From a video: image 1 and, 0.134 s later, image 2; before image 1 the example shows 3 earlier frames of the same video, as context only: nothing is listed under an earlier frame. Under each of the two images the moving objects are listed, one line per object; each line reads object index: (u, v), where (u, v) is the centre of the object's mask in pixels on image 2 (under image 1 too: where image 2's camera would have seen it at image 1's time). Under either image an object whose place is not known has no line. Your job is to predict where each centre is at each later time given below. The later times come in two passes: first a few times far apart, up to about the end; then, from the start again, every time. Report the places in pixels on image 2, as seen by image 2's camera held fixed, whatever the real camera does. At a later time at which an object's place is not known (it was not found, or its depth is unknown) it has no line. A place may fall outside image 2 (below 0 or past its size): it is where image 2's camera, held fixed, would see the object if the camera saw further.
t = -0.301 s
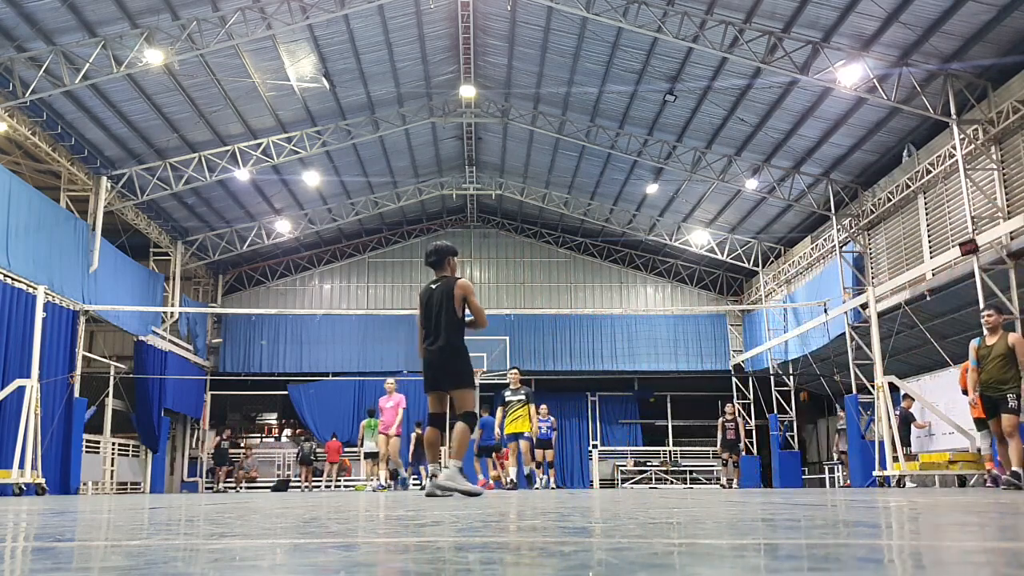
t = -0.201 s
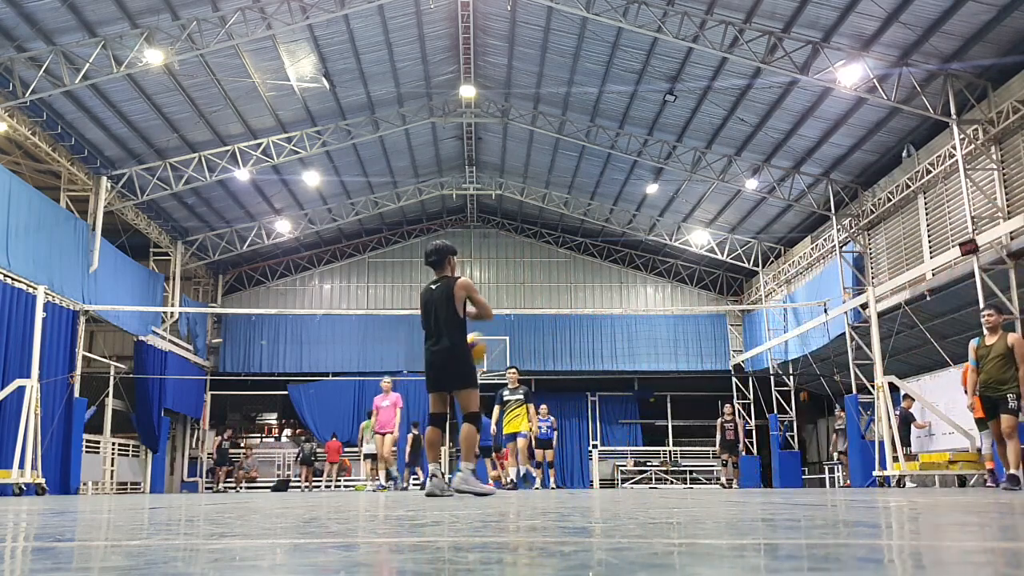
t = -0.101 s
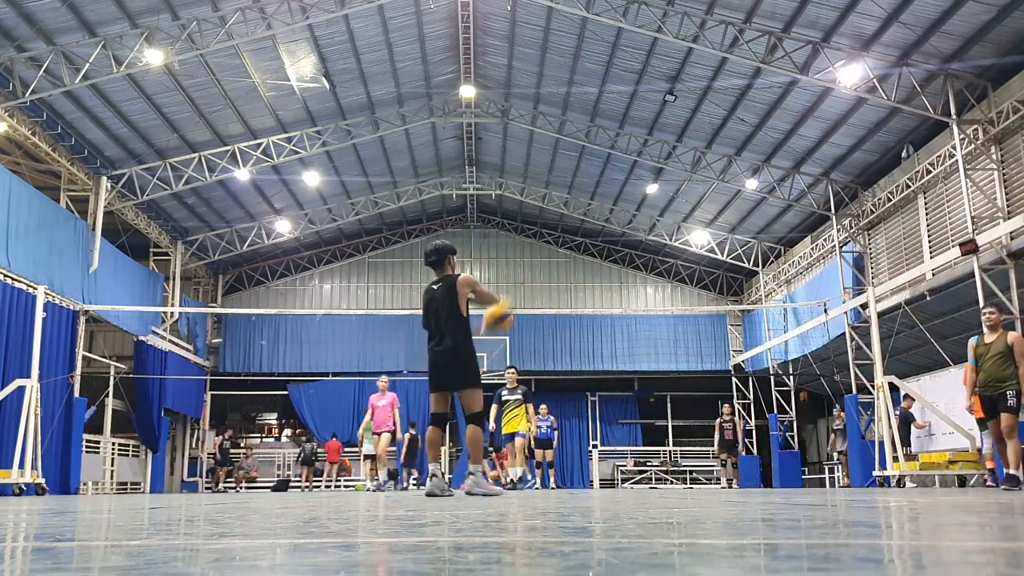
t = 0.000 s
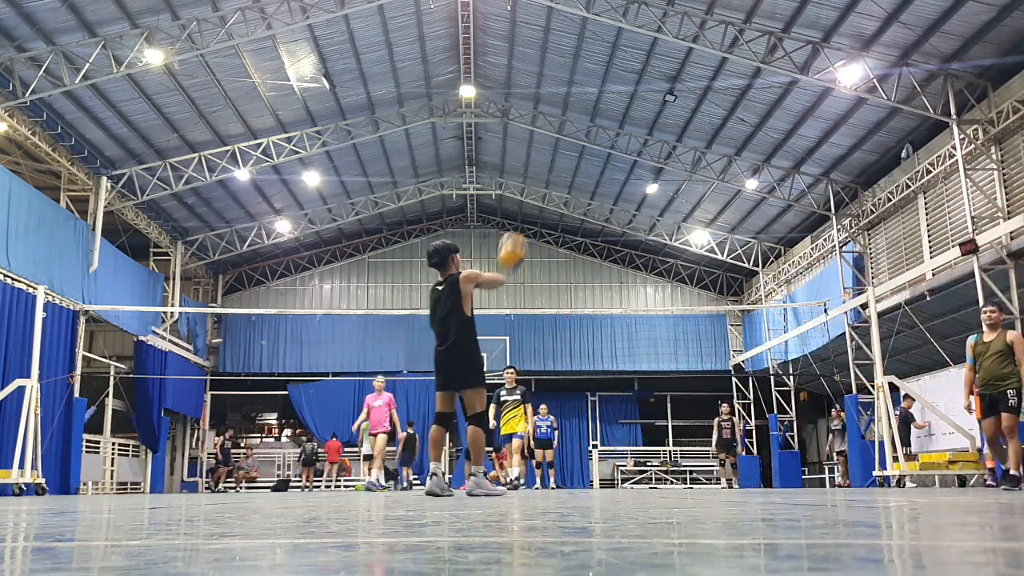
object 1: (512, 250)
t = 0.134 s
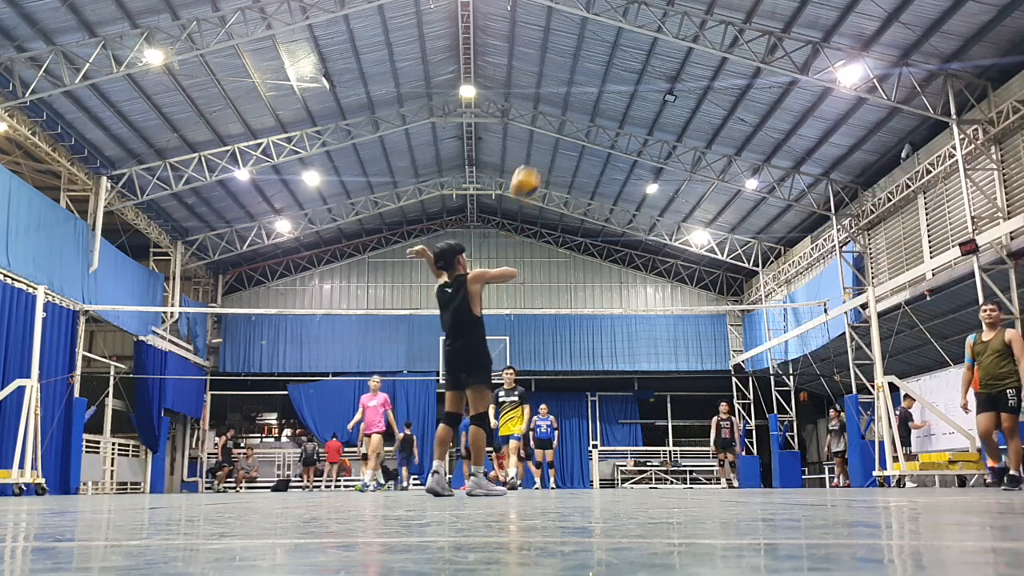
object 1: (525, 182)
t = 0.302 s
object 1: (542, 130)
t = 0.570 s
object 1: (569, 119)
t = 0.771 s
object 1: (591, 168)
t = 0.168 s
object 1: (529, 170)
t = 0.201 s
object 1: (531, 157)
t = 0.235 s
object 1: (535, 148)
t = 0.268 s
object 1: (538, 139)
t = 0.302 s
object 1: (542, 130)
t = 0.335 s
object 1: (545, 124)
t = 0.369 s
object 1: (549, 120)
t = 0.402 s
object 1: (552, 116)
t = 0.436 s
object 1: (555, 115)
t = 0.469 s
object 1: (558, 114)
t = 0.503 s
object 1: (562, 114)
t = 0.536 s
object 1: (565, 115)
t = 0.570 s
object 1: (569, 119)
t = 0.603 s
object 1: (572, 123)
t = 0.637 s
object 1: (576, 130)
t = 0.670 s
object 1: (579, 137)
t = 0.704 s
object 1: (583, 146)
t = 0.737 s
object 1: (587, 156)
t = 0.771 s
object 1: (591, 168)
